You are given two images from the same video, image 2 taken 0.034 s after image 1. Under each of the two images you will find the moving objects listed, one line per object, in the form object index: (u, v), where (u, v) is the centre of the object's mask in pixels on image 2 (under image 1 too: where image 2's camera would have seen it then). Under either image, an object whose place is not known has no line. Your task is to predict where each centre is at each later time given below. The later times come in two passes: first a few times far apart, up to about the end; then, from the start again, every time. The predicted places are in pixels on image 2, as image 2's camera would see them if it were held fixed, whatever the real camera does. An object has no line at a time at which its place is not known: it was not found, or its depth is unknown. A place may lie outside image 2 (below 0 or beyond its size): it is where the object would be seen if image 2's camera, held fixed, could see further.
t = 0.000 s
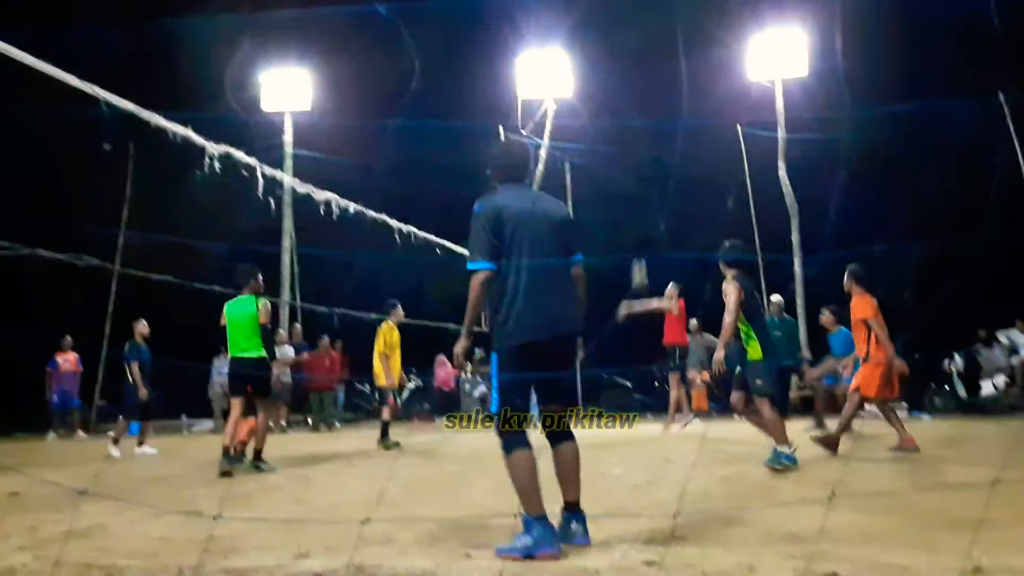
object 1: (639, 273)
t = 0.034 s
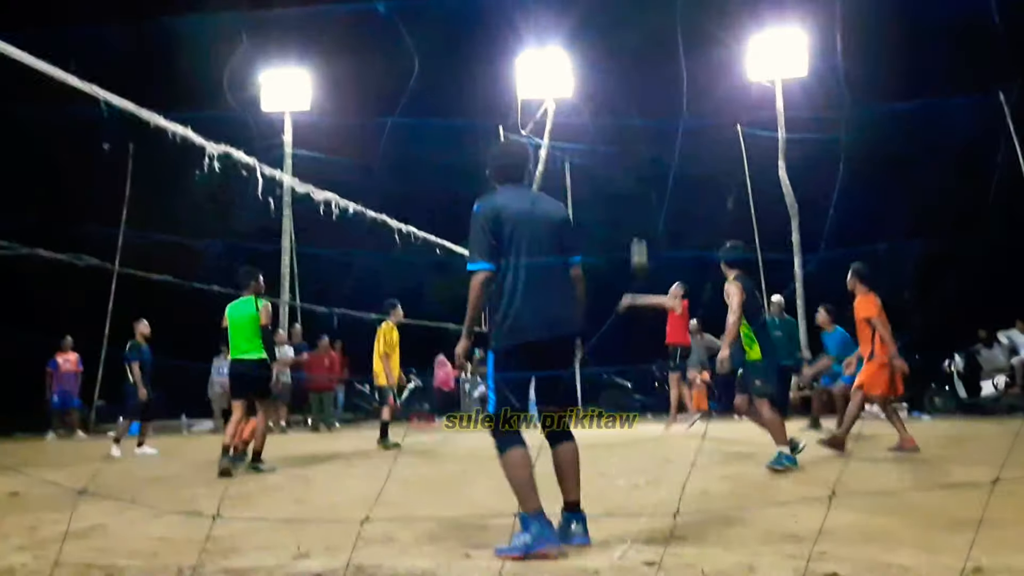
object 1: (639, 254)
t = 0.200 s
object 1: (640, 162)
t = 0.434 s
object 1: (644, 68)
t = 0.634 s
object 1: (650, 19)
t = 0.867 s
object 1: (660, 5)
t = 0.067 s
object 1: (639, 234)
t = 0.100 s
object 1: (639, 215)
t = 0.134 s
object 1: (639, 197)
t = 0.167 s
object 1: (640, 179)
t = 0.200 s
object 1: (640, 162)
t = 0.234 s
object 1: (641, 145)
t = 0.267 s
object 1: (641, 130)
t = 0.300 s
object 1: (641, 116)
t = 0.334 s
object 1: (642, 104)
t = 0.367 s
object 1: (643, 90)
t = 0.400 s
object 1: (643, 79)
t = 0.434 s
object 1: (644, 68)
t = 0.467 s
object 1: (645, 57)
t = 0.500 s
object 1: (646, 49)
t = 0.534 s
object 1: (647, 41)
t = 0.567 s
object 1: (648, 33)
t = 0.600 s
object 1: (649, 26)
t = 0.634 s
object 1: (650, 19)
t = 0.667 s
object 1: (651, 14)
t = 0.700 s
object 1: (653, 10)
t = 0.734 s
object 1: (654, 8)
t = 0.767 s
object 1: (656, 7)
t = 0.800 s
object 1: (657, 6)
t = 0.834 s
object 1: (659, 5)
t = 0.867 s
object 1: (660, 5)
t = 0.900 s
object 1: (662, 6)
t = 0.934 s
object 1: (664, 7)
